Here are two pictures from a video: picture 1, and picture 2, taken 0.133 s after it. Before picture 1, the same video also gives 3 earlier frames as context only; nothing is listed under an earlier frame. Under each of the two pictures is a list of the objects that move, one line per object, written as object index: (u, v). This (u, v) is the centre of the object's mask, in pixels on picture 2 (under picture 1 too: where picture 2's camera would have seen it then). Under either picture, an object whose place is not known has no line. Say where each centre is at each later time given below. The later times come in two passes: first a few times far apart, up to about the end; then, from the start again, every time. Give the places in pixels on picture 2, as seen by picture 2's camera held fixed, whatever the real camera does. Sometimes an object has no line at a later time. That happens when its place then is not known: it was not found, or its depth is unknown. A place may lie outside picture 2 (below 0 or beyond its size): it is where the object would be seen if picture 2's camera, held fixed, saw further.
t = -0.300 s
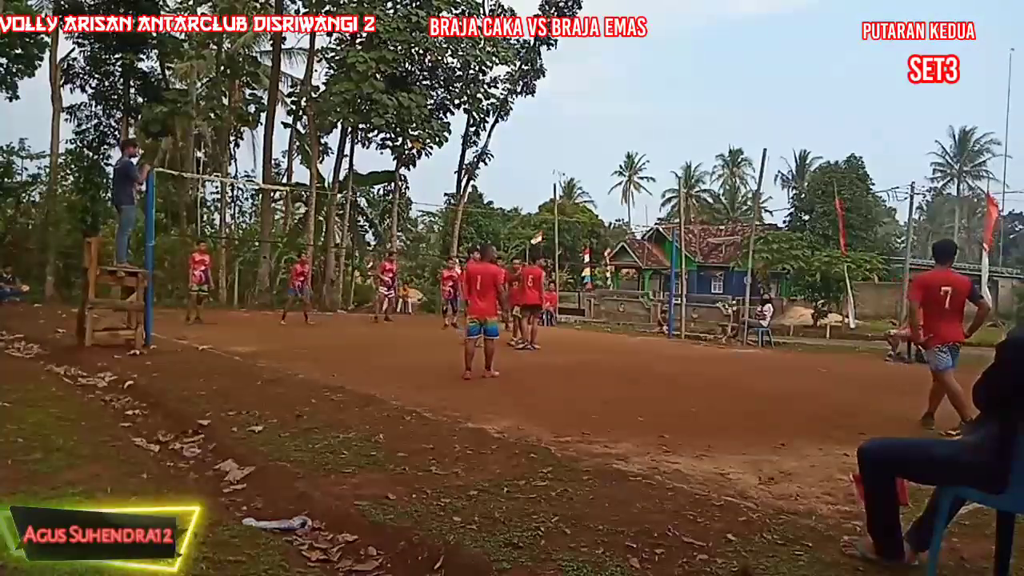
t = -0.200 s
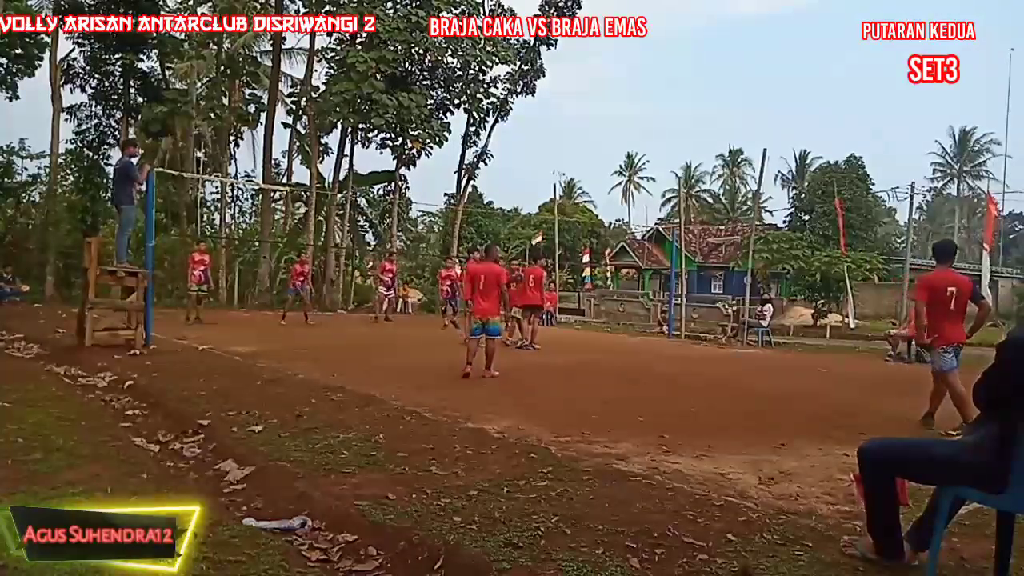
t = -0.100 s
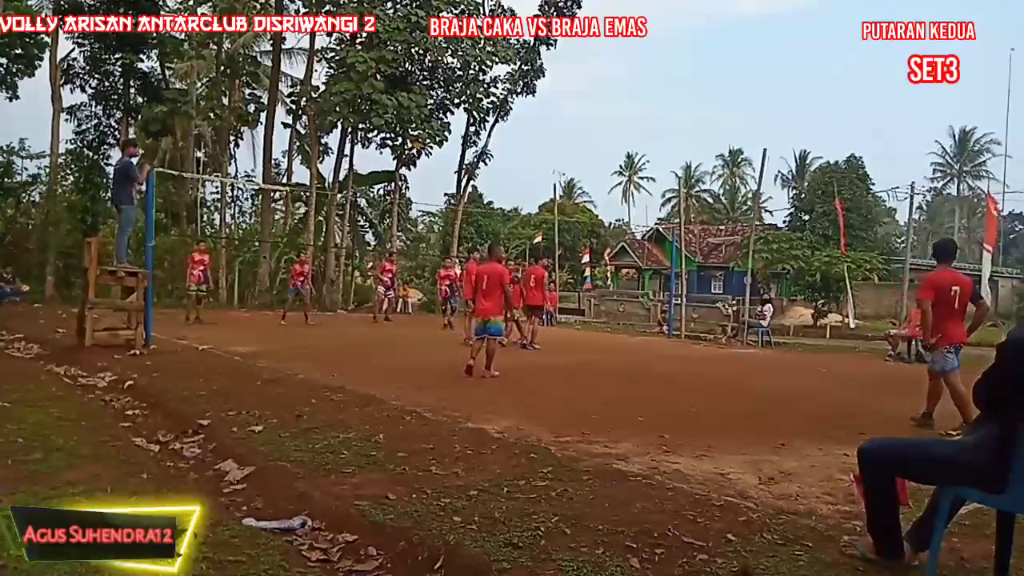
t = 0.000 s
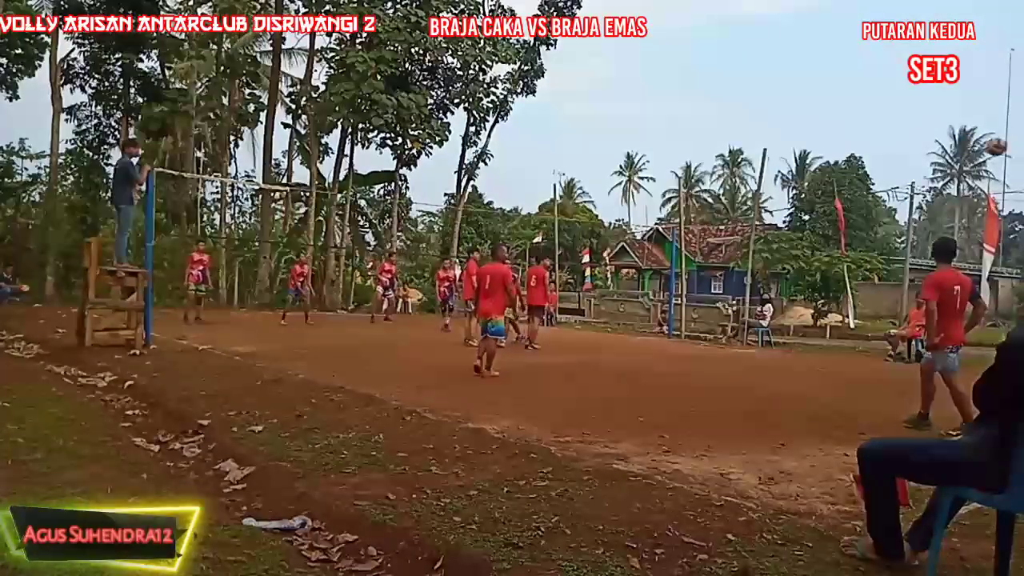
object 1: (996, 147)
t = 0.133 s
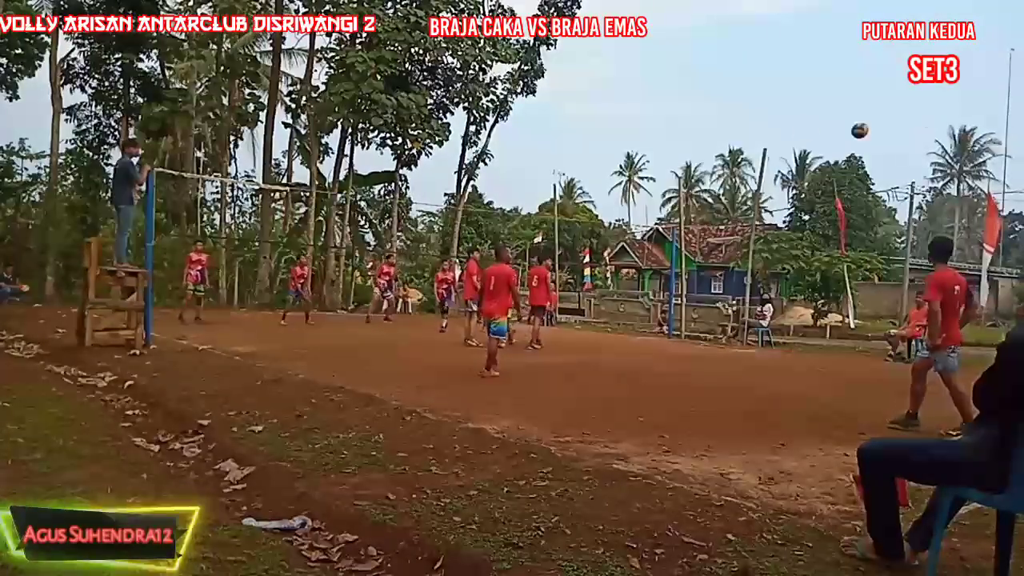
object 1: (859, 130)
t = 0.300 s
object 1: (726, 132)
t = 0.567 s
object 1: (572, 165)
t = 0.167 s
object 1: (830, 129)
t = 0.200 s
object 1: (801, 129)
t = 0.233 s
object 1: (775, 129)
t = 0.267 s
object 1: (749, 130)
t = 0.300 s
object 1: (726, 132)
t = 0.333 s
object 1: (703, 135)
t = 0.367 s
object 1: (681, 137)
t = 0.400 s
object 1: (661, 141)
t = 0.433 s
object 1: (641, 145)
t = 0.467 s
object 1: (623, 149)
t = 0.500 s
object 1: (605, 154)
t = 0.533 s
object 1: (588, 160)
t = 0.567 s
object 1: (572, 165)
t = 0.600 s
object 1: (557, 172)
